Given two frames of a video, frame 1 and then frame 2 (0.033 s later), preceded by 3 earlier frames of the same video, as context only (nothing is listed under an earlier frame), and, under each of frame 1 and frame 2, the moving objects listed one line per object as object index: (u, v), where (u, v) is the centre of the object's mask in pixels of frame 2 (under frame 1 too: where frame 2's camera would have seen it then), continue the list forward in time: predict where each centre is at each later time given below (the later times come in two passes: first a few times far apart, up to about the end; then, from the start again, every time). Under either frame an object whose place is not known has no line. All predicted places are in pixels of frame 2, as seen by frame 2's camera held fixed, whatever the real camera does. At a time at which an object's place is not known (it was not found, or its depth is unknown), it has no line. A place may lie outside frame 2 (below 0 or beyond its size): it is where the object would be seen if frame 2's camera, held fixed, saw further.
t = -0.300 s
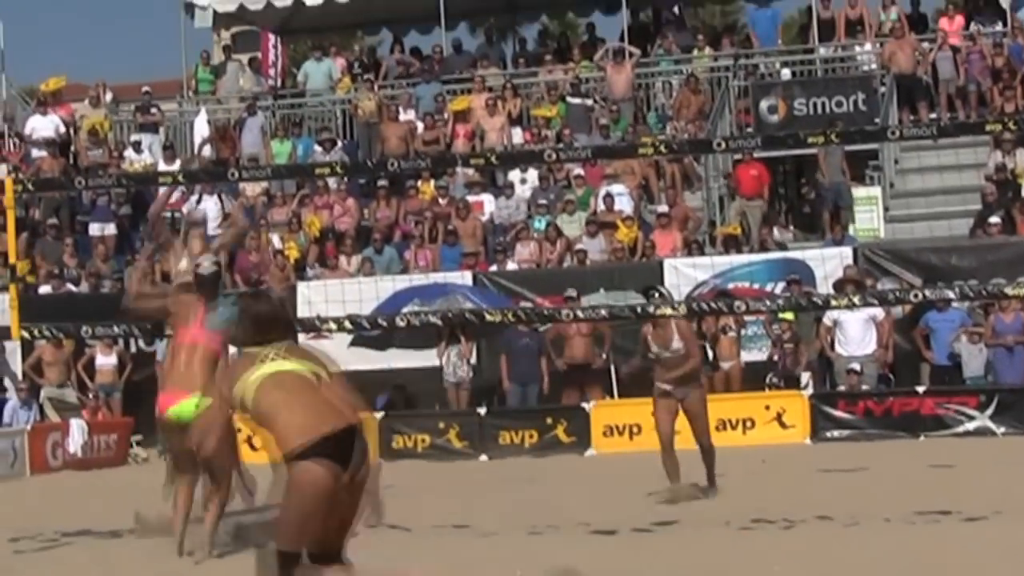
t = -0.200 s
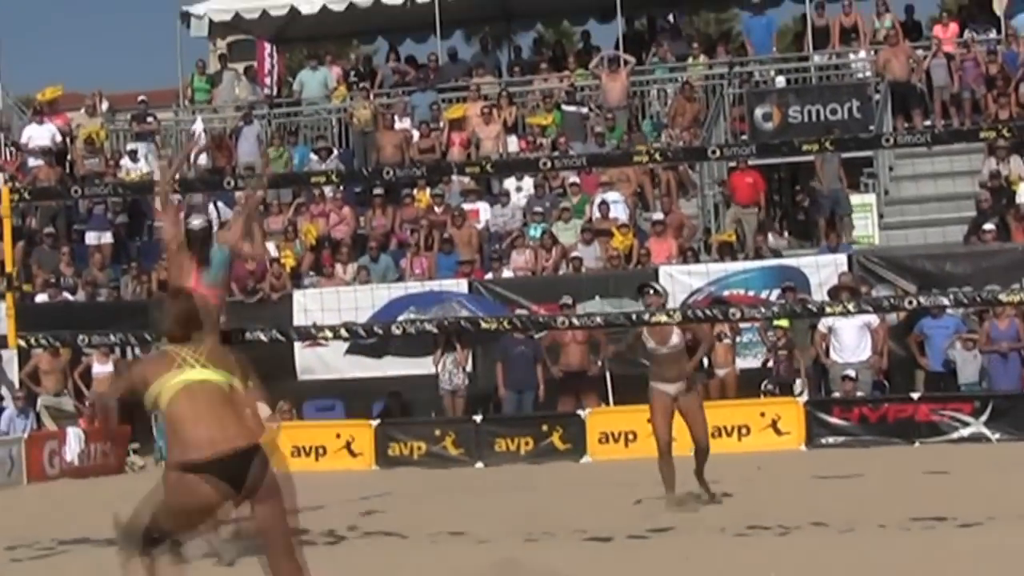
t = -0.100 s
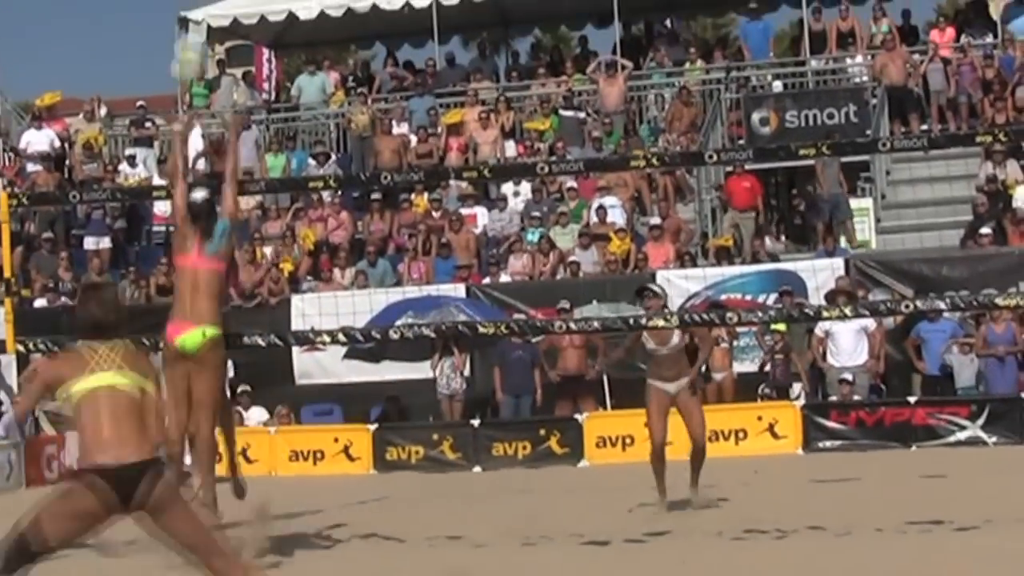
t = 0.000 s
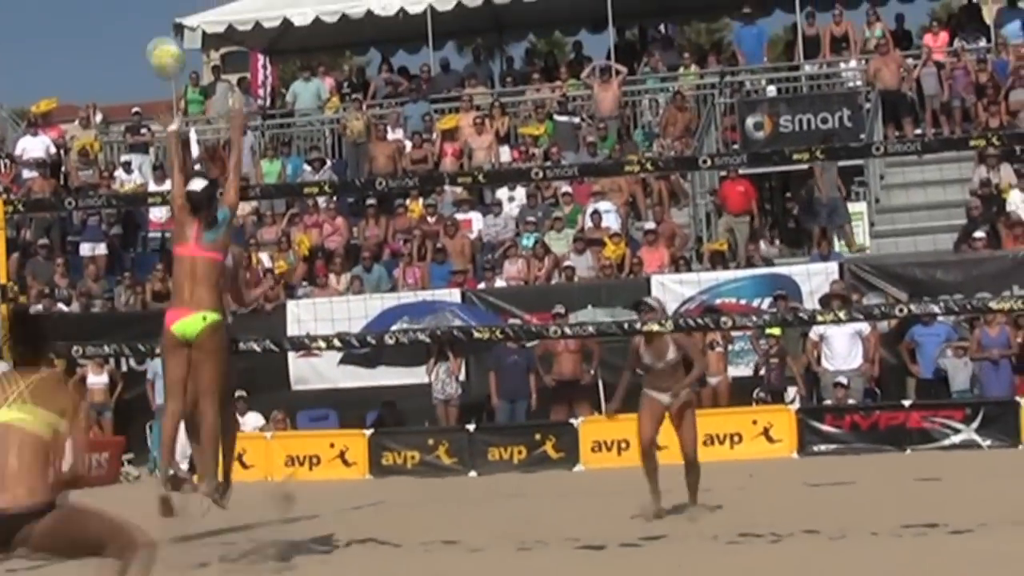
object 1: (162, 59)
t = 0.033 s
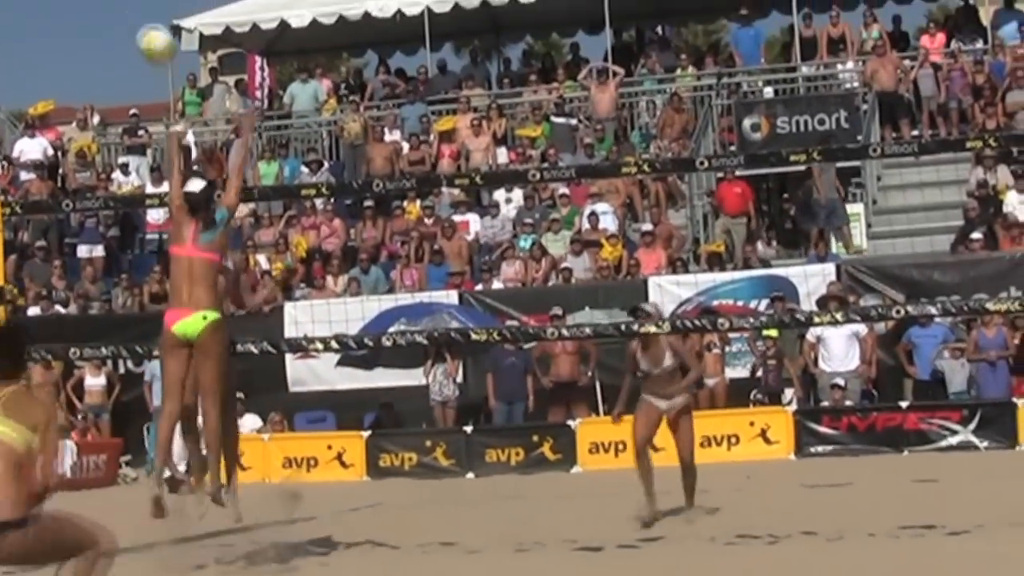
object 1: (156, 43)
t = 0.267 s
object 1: (107, -18)
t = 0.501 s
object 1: (51, 11)
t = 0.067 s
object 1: (149, 28)
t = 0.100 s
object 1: (142, 17)
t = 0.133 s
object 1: (135, 5)
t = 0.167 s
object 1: (128, -3)
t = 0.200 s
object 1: (121, -9)
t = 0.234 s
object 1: (114, -15)
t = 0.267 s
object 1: (107, -18)
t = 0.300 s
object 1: (99, -20)
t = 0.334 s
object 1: (91, -21)
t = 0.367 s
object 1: (83, -20)
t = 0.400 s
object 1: (75, -17)
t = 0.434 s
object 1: (67, -10)
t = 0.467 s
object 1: (59, -1)
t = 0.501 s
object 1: (51, 11)
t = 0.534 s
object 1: (43, 24)
